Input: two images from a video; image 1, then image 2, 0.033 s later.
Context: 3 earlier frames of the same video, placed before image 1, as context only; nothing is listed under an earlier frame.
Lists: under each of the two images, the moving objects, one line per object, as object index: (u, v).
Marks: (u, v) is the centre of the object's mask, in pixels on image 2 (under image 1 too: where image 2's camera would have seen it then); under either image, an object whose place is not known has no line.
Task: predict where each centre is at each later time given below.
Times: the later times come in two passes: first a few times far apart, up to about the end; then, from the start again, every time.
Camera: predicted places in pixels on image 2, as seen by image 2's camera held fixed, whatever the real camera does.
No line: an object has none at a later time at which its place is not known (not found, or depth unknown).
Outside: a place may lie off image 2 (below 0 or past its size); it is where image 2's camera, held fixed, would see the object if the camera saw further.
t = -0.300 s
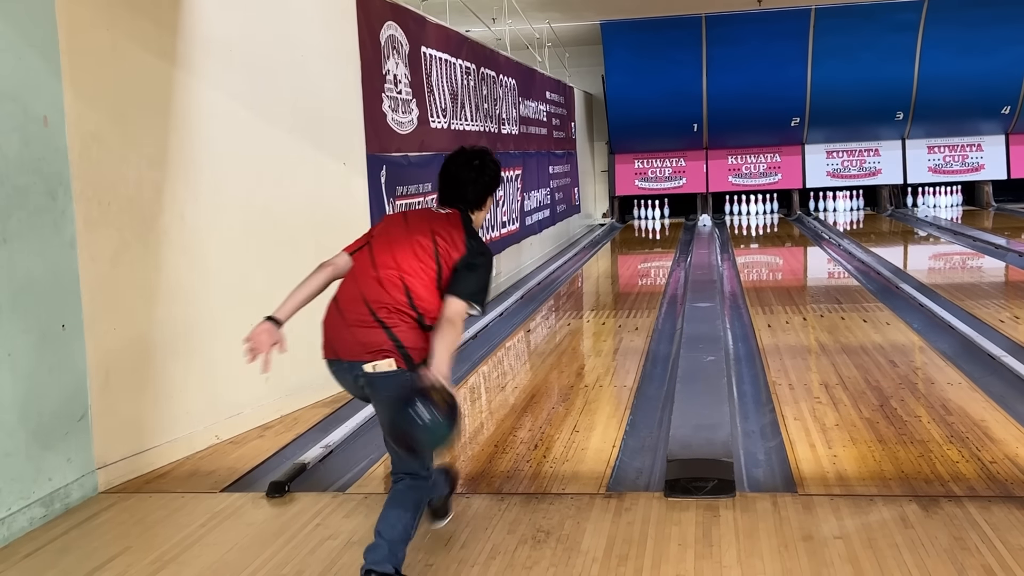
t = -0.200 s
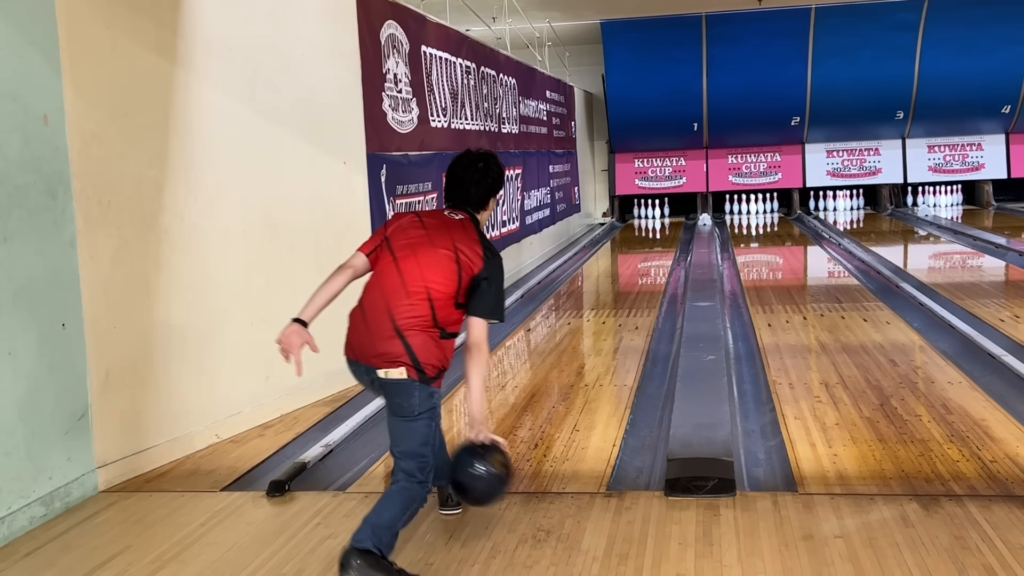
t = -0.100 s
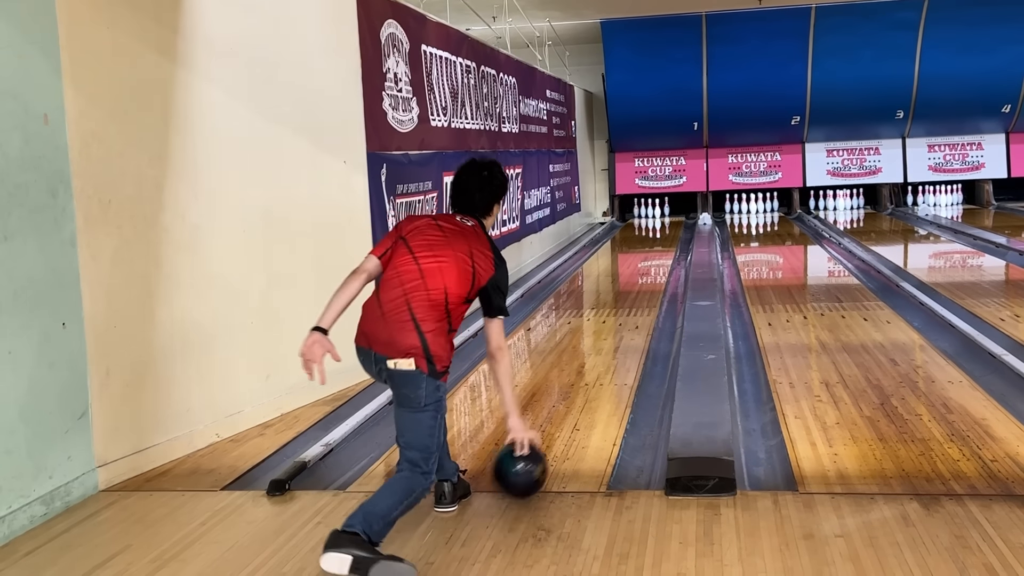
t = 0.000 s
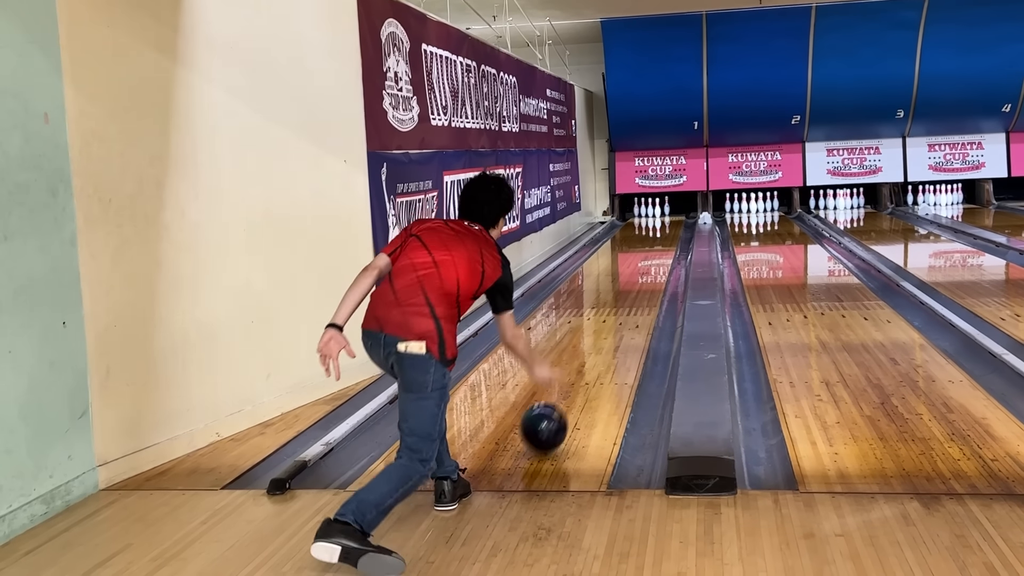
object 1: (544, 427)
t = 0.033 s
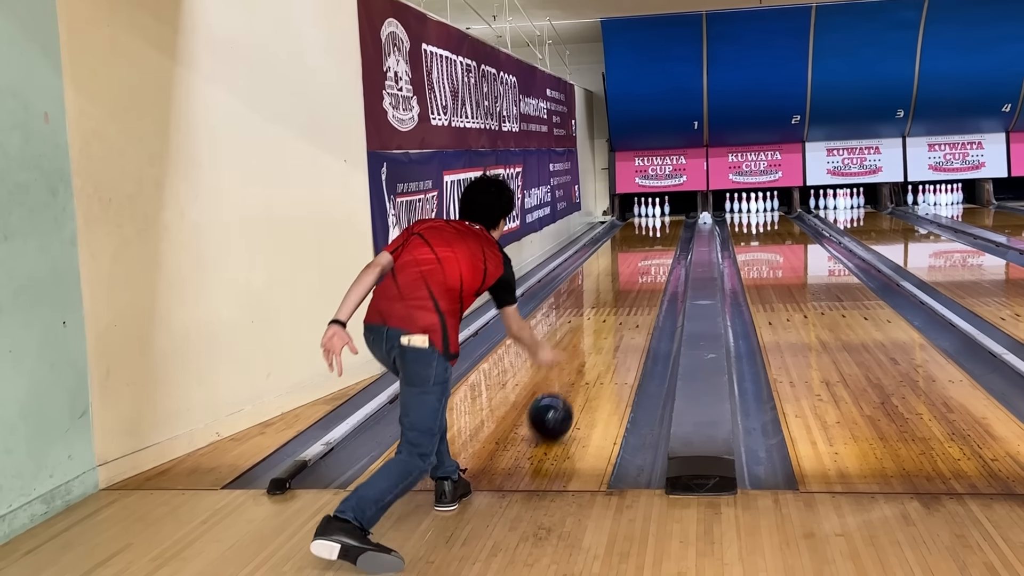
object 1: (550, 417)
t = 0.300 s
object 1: (586, 348)
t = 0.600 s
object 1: (609, 304)
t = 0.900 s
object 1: (623, 276)
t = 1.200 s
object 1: (633, 257)
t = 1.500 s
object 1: (639, 243)
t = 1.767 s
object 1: (644, 234)
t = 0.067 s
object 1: (556, 405)
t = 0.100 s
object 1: (562, 396)
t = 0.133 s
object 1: (567, 386)
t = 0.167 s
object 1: (571, 377)
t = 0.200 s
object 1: (575, 370)
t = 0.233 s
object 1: (579, 361)
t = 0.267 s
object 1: (583, 355)
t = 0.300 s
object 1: (586, 348)
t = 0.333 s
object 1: (590, 341)
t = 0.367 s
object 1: (592, 336)
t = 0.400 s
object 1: (595, 330)
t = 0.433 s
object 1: (598, 325)
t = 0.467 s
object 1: (600, 320)
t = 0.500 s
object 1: (602, 316)
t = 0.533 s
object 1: (604, 312)
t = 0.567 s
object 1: (606, 308)
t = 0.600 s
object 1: (609, 304)
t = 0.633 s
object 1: (611, 300)
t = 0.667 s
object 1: (612, 297)
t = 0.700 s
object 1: (614, 294)
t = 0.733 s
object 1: (616, 290)
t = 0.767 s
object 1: (618, 287)
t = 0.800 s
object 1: (619, 284)
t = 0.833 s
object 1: (620, 282)
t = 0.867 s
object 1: (622, 279)
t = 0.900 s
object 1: (623, 276)
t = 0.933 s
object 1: (625, 274)
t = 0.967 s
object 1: (626, 271)
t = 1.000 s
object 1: (627, 269)
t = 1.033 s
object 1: (628, 267)
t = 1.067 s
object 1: (629, 265)
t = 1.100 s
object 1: (630, 263)
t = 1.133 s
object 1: (631, 260)
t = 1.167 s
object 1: (632, 259)
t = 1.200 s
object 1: (633, 257)
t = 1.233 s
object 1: (634, 255)
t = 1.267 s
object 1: (635, 253)
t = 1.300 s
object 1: (635, 252)
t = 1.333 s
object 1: (636, 250)
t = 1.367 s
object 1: (637, 249)
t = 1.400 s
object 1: (637, 247)
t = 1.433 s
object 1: (638, 246)
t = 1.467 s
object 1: (639, 245)
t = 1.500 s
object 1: (639, 243)
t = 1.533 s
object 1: (640, 242)
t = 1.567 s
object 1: (641, 241)
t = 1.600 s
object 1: (641, 240)
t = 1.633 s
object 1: (642, 238)
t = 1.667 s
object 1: (642, 237)
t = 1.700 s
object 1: (643, 236)
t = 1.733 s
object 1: (644, 235)
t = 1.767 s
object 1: (644, 234)
